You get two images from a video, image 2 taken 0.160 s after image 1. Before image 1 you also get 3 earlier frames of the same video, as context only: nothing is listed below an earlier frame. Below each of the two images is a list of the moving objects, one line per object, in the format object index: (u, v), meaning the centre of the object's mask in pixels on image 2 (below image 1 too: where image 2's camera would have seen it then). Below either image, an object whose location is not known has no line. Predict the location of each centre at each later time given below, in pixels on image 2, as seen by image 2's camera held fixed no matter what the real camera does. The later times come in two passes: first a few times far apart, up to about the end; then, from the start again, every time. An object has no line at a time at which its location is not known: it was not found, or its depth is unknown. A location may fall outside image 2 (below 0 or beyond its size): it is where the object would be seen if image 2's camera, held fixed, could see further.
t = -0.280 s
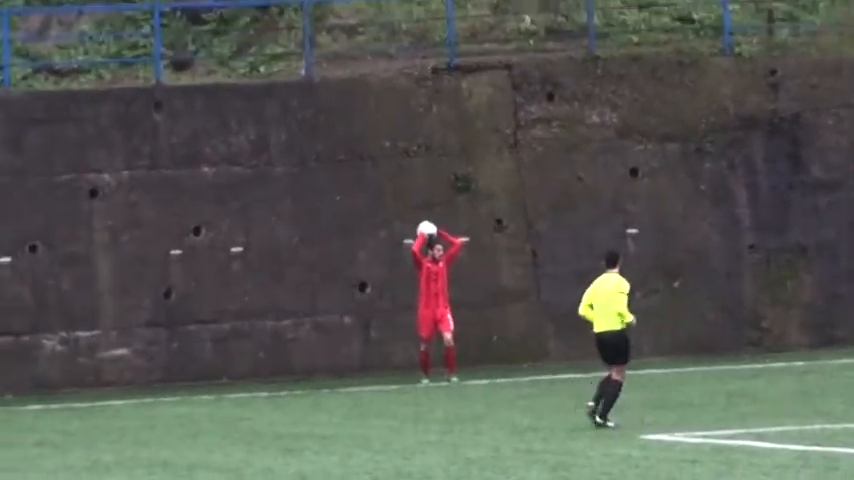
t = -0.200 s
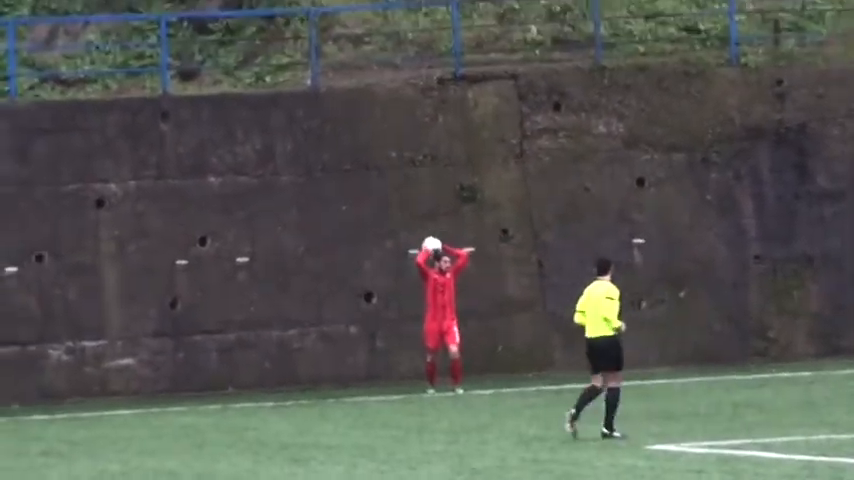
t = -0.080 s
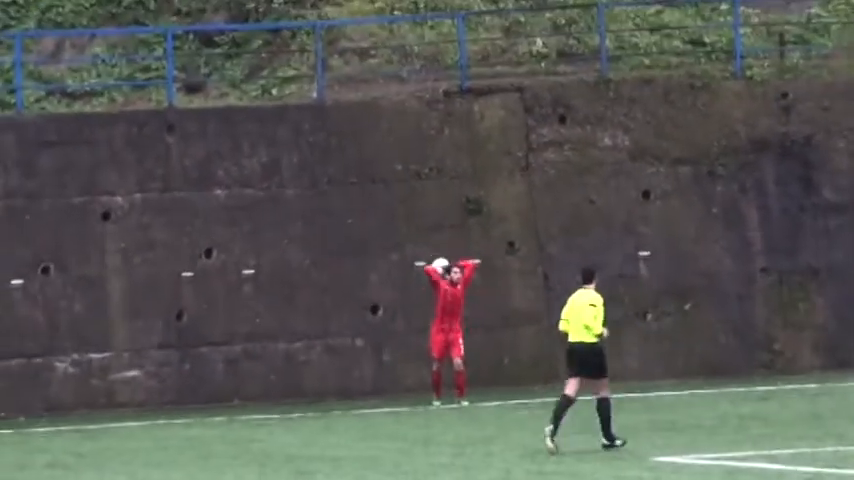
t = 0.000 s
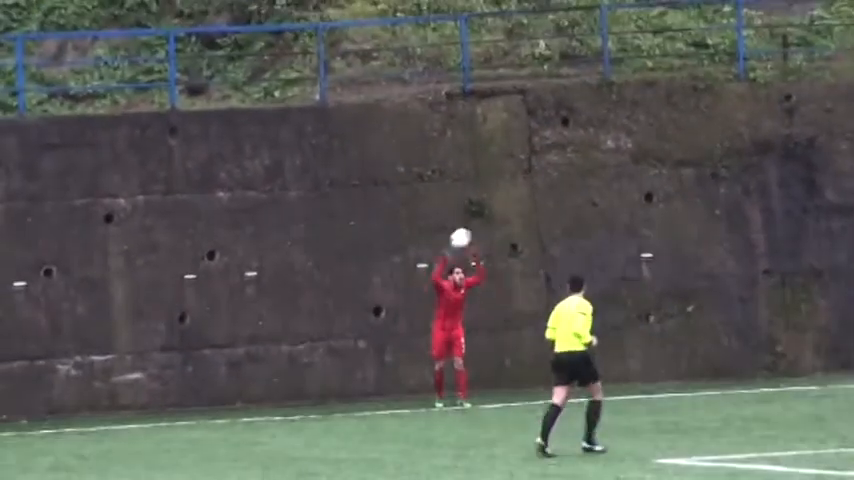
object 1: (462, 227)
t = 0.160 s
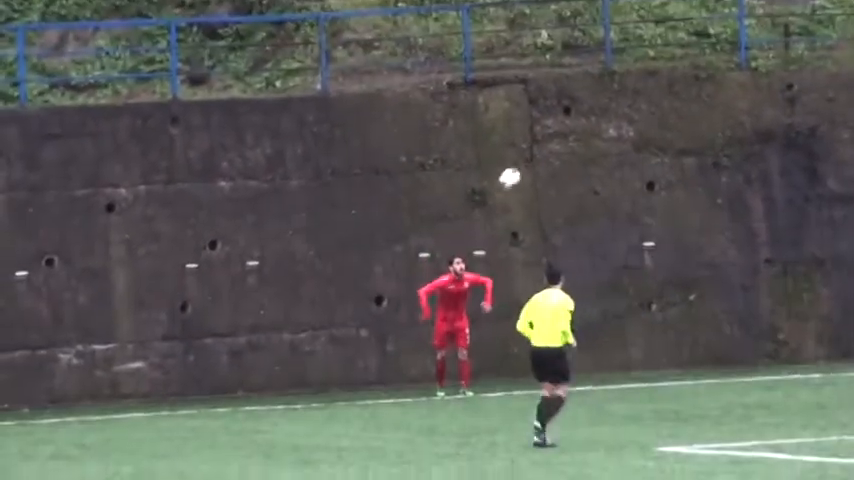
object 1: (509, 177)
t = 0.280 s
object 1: (547, 156)
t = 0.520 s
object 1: (623, 153)
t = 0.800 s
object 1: (719, 220)
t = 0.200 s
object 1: (522, 170)
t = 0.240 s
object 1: (534, 161)
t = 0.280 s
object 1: (547, 156)
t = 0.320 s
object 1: (559, 152)
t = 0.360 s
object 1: (572, 148)
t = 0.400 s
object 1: (584, 148)
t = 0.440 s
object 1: (597, 148)
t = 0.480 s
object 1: (609, 150)
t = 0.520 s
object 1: (623, 153)
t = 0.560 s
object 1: (636, 158)
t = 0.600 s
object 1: (650, 164)
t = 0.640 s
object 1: (663, 172)
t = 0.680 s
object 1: (677, 181)
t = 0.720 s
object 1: (691, 192)
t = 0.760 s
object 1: (705, 205)
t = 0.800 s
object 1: (719, 220)
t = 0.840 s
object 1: (733, 235)
